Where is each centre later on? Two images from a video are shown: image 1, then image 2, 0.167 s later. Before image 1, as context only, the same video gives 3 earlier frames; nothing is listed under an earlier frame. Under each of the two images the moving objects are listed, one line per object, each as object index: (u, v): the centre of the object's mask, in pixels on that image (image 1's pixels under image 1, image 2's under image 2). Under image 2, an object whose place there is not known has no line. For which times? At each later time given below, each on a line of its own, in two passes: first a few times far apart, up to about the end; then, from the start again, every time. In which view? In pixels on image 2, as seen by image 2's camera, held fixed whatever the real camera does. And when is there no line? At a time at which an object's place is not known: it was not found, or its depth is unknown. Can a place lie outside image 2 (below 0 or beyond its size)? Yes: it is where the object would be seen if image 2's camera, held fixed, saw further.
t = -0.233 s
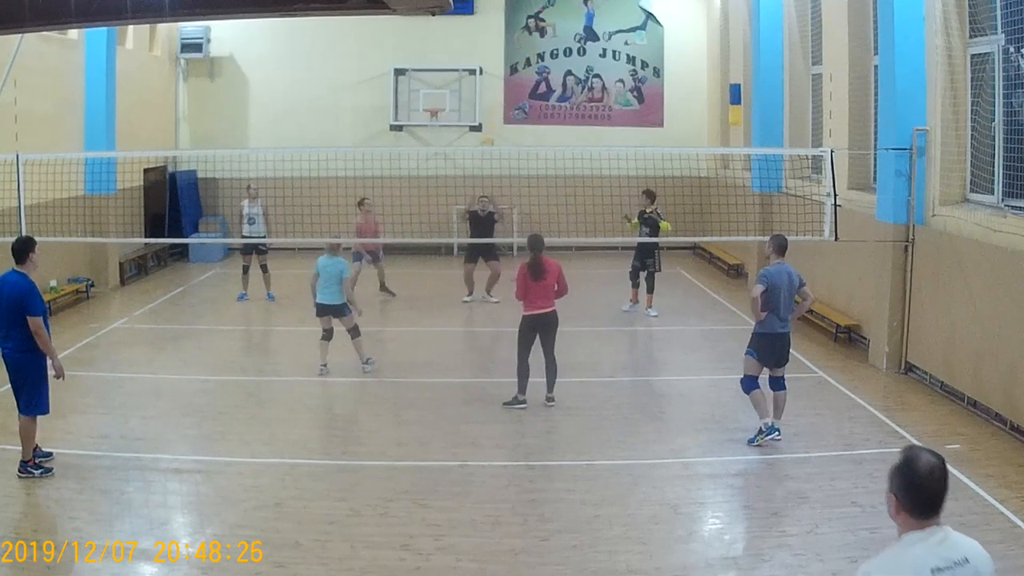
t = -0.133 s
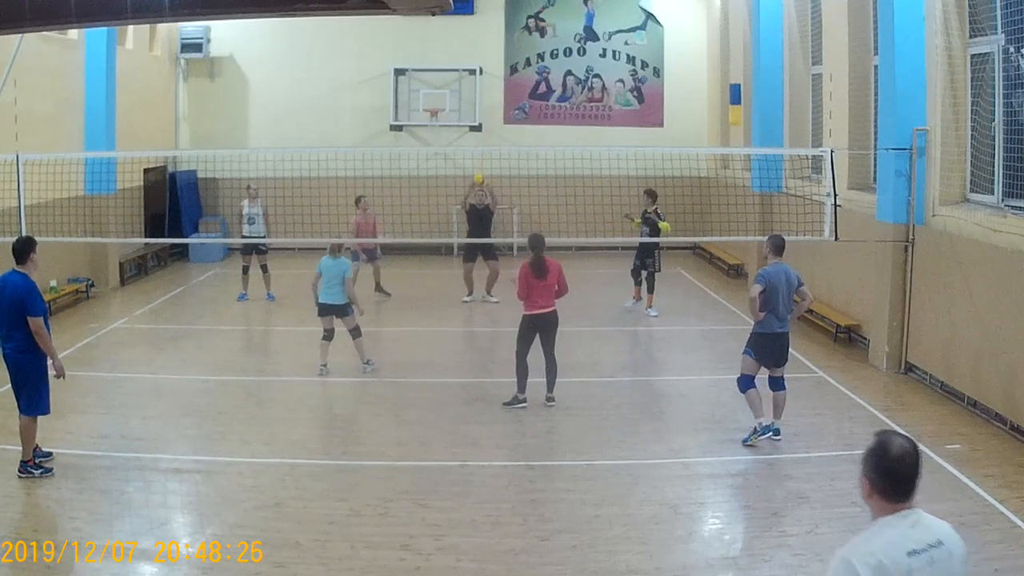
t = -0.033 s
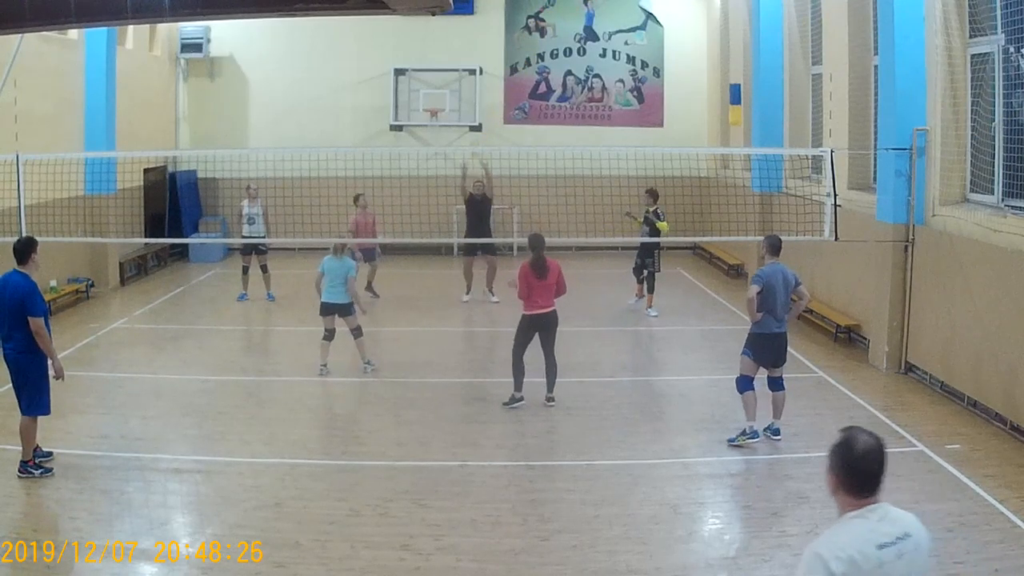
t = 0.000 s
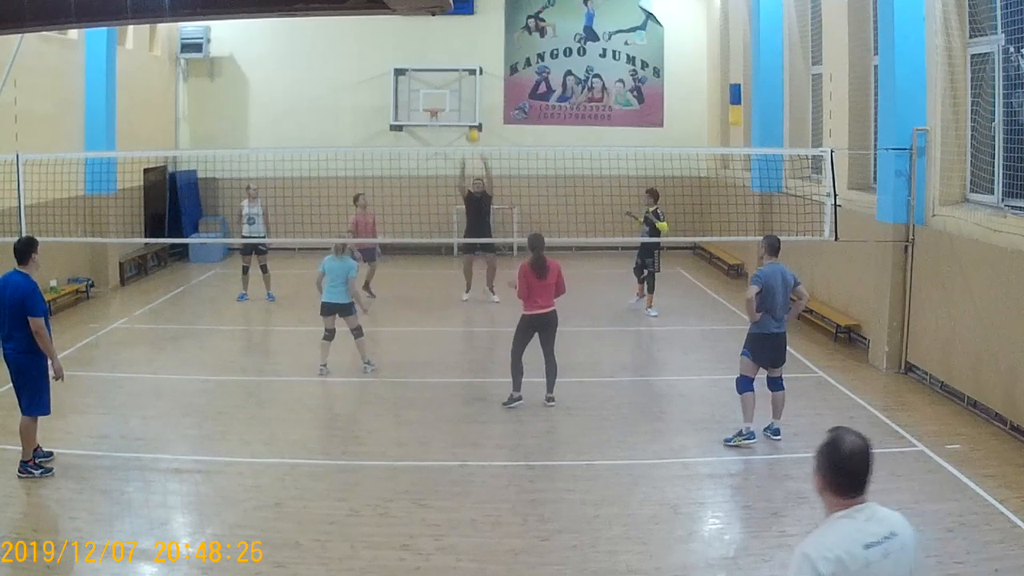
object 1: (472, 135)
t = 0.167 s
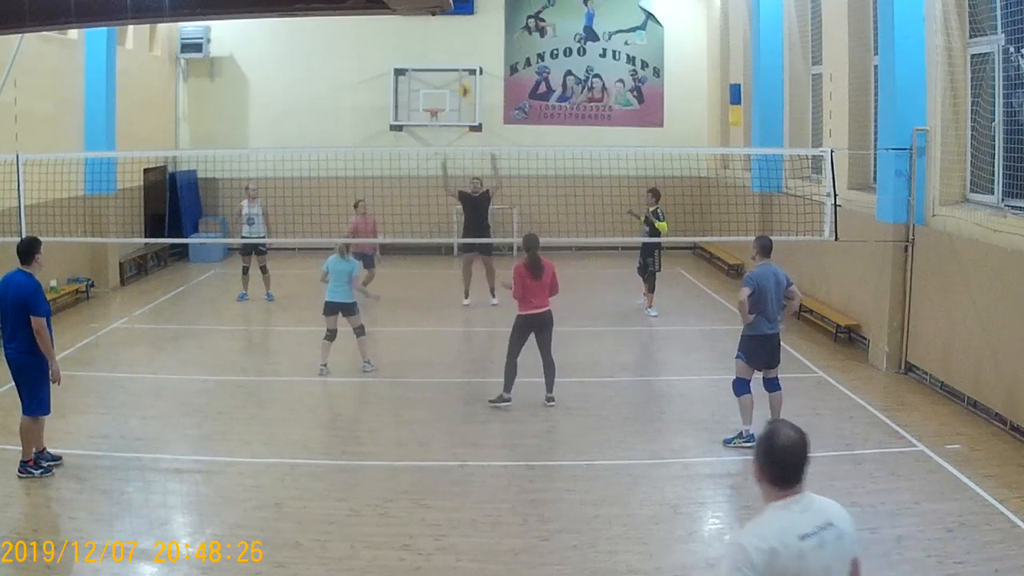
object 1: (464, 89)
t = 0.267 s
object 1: (459, 69)
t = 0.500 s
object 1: (448, 48)
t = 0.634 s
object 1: (440, 54)
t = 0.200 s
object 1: (463, 82)
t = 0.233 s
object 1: (461, 74)
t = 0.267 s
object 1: (459, 69)
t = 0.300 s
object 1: (458, 65)
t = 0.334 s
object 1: (456, 60)
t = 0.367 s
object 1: (454, 55)
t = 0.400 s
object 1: (453, 53)
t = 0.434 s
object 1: (451, 51)
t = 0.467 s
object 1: (449, 49)
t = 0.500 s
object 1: (448, 48)
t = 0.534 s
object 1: (446, 48)
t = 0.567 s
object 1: (444, 49)
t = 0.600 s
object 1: (442, 51)
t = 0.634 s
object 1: (440, 54)
